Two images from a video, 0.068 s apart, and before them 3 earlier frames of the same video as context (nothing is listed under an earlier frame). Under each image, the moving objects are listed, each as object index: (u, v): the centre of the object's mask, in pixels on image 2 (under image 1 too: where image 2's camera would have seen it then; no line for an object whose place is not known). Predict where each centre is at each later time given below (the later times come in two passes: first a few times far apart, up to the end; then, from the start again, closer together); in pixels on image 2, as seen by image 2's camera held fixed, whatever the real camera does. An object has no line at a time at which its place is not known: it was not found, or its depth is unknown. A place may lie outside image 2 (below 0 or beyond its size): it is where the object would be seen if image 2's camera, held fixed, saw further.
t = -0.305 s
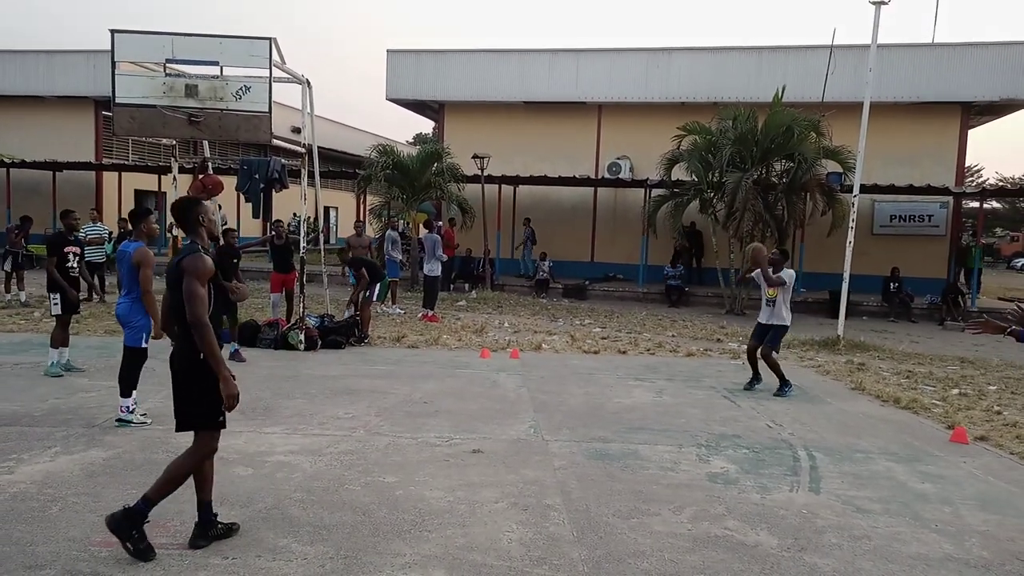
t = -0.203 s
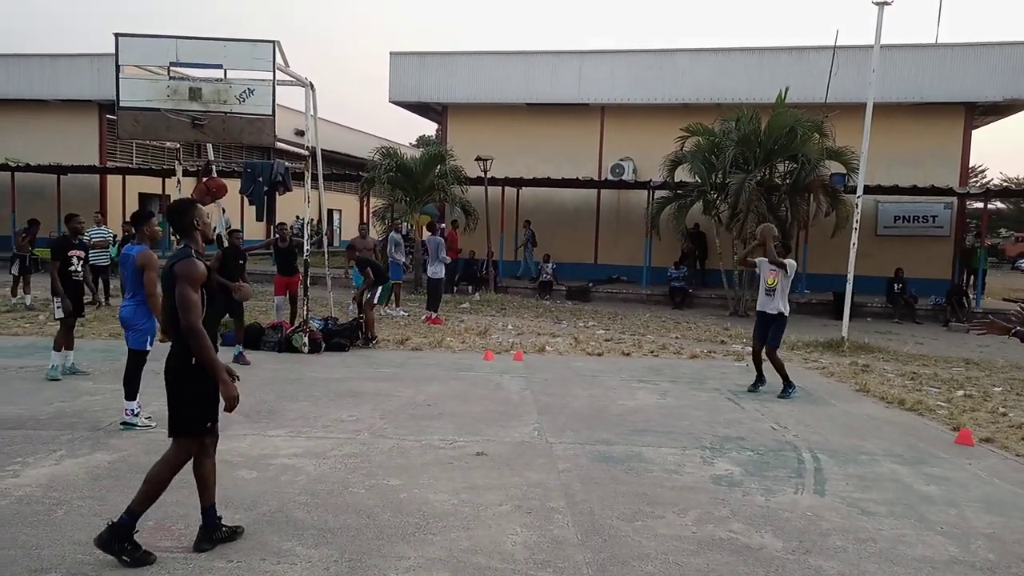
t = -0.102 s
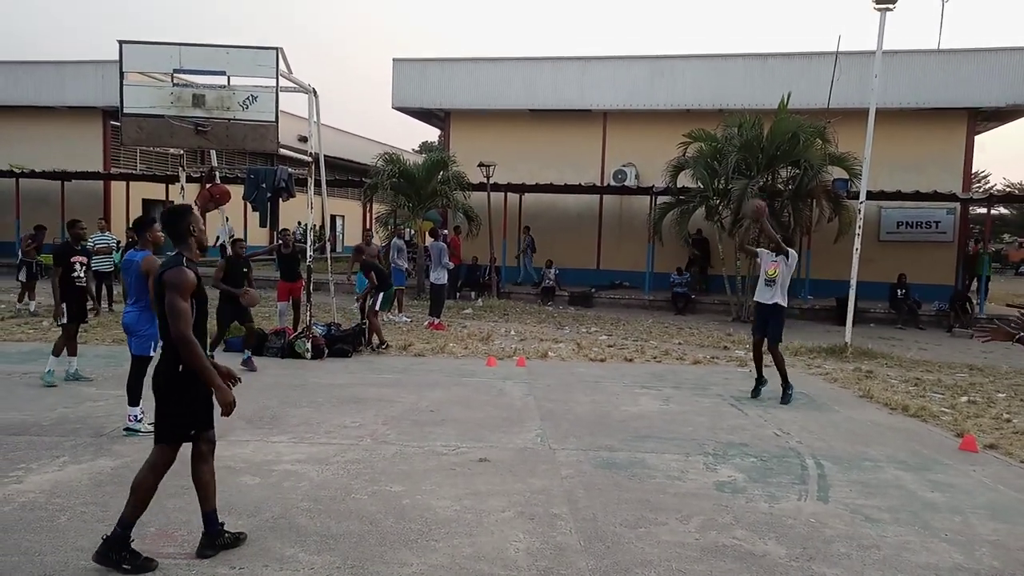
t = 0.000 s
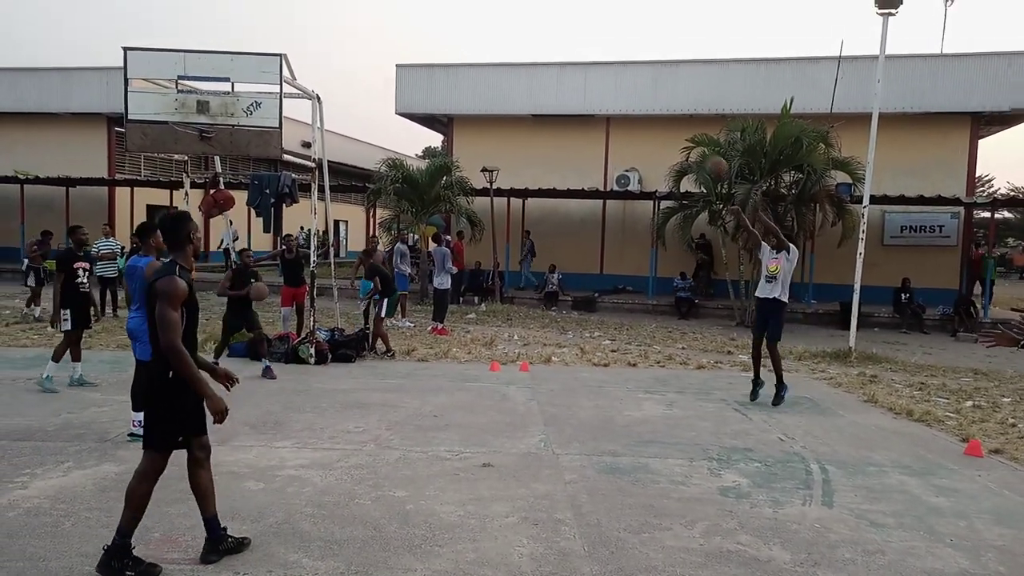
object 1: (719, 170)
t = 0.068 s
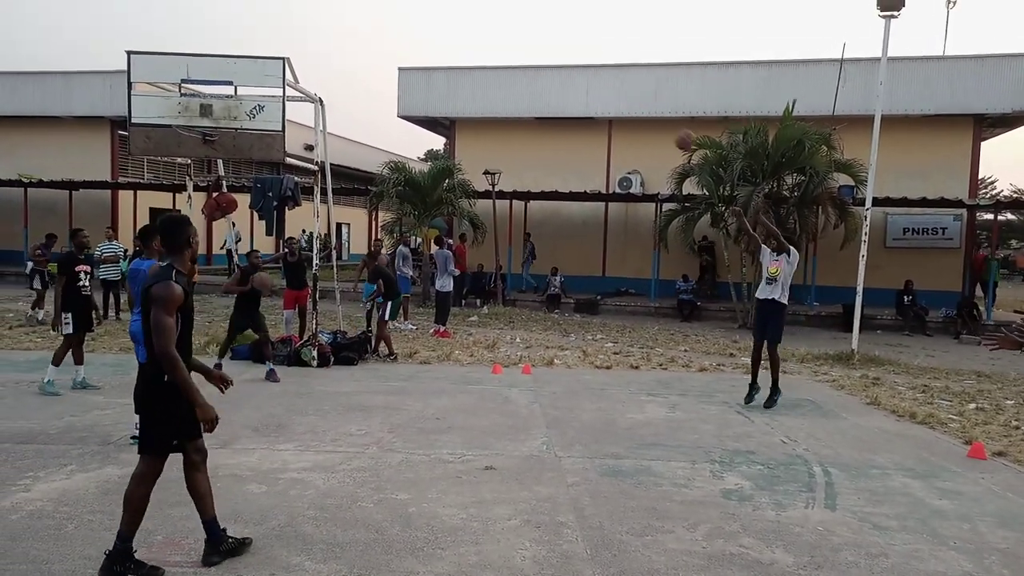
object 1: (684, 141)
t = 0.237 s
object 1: (601, 84)
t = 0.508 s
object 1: (463, 41)
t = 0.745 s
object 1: (338, 56)
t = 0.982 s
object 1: (210, 120)
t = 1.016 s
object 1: (192, 131)
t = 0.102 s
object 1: (669, 127)
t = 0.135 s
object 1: (652, 113)
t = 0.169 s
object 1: (635, 104)
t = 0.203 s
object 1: (618, 93)
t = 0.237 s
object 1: (601, 84)
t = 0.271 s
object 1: (584, 76)
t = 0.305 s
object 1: (567, 68)
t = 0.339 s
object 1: (550, 61)
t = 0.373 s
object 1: (533, 54)
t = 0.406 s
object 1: (515, 50)
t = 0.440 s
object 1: (498, 46)
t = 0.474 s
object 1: (481, 43)
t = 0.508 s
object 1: (463, 41)
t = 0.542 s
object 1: (446, 40)
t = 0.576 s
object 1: (428, 40)
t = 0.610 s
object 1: (410, 41)
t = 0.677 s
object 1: (374, 47)
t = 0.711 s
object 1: (356, 51)
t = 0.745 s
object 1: (338, 56)
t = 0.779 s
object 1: (320, 62)
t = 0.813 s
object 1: (301, 69)
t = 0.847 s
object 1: (283, 77)
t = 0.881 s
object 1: (266, 85)
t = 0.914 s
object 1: (247, 96)
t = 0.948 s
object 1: (229, 106)
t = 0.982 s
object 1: (210, 120)
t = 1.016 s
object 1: (192, 131)
